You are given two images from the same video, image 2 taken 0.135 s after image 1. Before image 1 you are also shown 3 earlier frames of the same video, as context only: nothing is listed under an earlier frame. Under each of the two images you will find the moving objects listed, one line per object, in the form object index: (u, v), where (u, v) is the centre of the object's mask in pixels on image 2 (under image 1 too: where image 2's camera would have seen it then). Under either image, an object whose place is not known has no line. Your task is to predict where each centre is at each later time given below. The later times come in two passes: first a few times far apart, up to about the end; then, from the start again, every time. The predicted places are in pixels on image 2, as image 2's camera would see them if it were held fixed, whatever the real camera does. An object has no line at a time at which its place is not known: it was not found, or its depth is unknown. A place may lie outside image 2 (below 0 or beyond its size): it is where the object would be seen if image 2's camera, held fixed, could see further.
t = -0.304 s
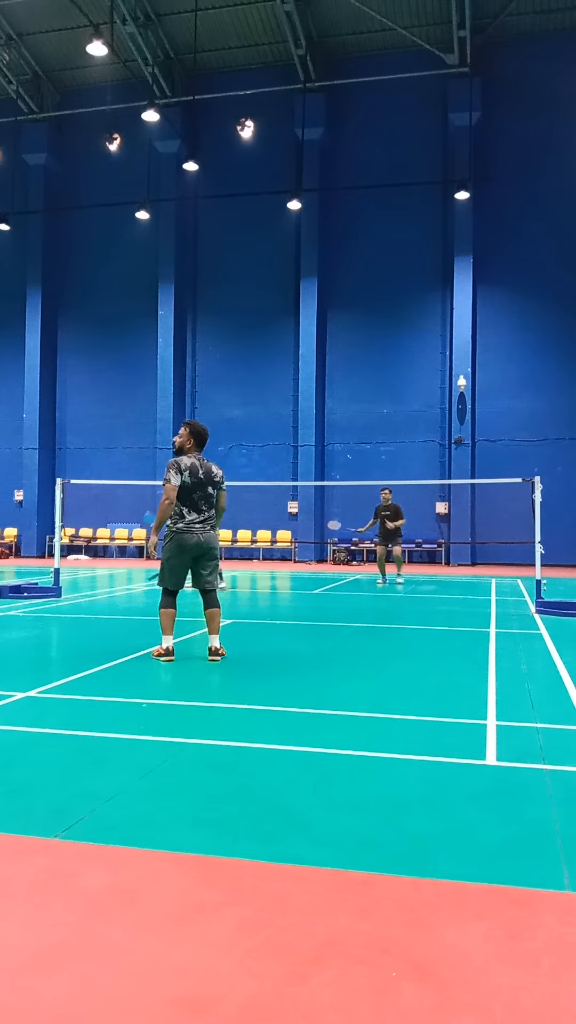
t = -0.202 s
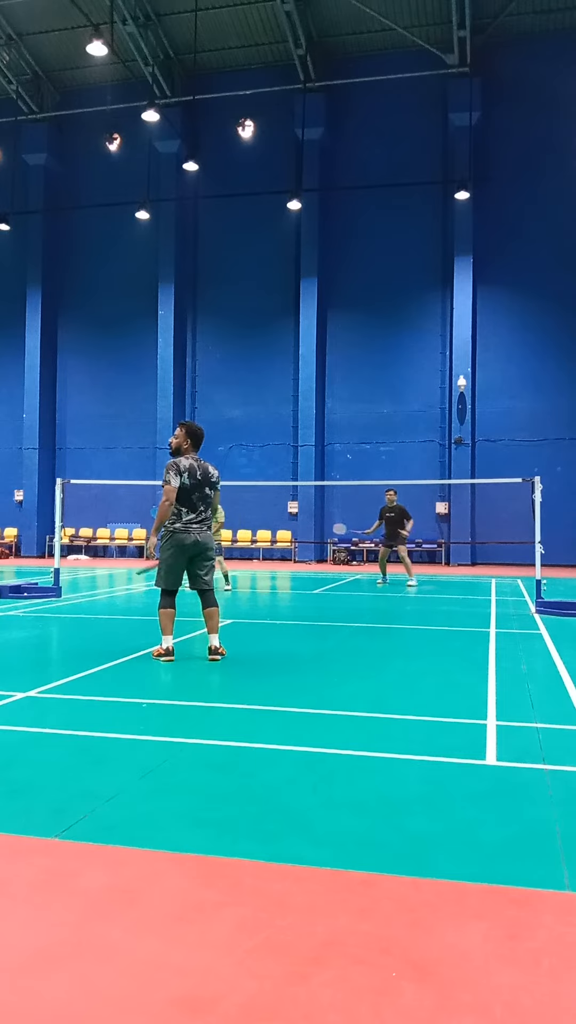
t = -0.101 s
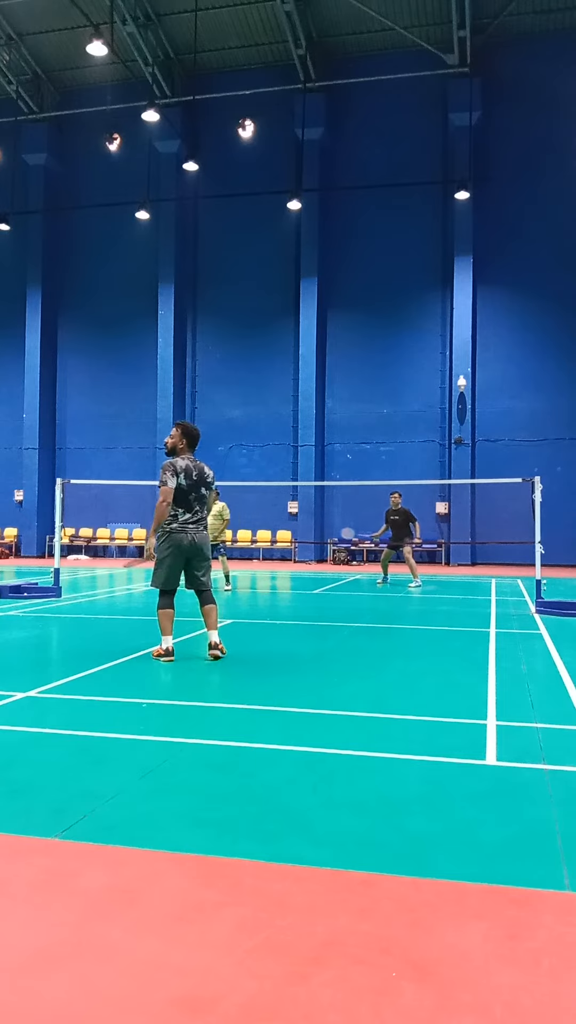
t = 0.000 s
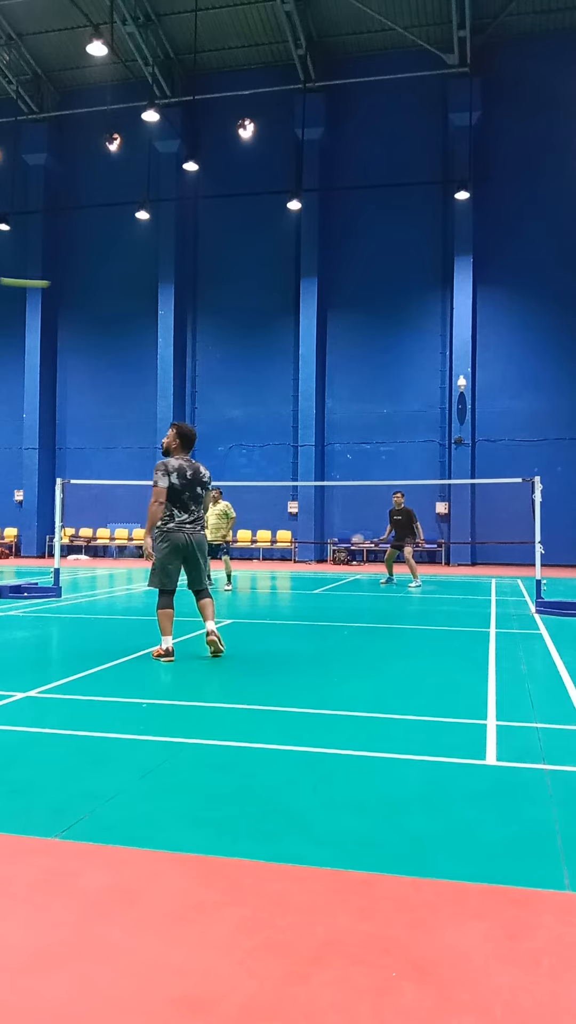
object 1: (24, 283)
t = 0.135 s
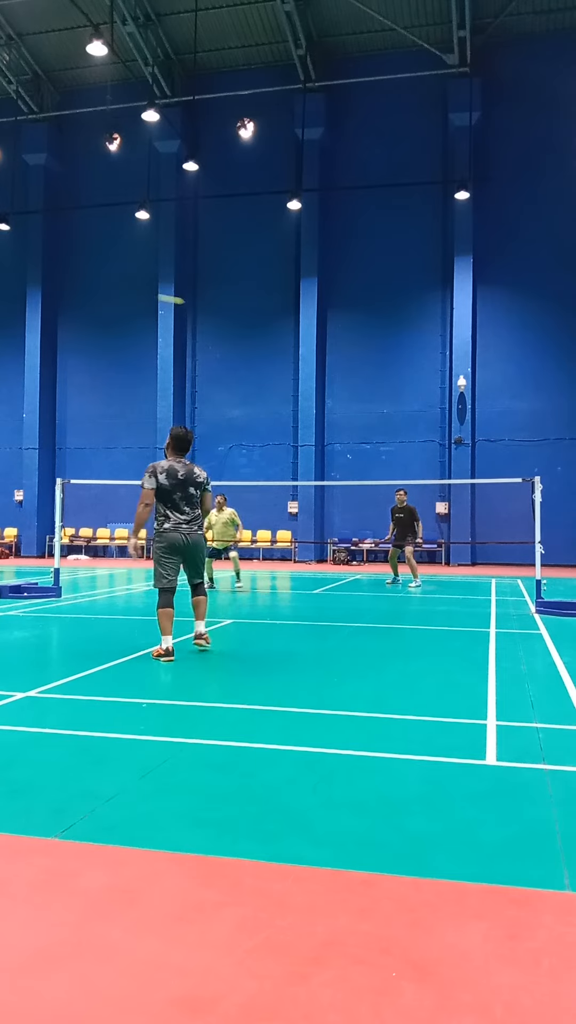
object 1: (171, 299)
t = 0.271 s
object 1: (249, 322)
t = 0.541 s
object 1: (336, 381)
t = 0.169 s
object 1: (194, 305)
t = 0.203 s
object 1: (214, 310)
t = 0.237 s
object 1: (233, 316)
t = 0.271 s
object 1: (249, 322)
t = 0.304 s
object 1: (264, 329)
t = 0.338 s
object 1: (276, 335)
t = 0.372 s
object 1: (289, 342)
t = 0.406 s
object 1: (299, 349)
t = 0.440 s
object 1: (310, 357)
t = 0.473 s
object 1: (319, 365)
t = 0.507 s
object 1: (327, 373)
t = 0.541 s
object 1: (336, 381)
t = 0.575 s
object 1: (343, 389)
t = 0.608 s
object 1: (350, 398)
